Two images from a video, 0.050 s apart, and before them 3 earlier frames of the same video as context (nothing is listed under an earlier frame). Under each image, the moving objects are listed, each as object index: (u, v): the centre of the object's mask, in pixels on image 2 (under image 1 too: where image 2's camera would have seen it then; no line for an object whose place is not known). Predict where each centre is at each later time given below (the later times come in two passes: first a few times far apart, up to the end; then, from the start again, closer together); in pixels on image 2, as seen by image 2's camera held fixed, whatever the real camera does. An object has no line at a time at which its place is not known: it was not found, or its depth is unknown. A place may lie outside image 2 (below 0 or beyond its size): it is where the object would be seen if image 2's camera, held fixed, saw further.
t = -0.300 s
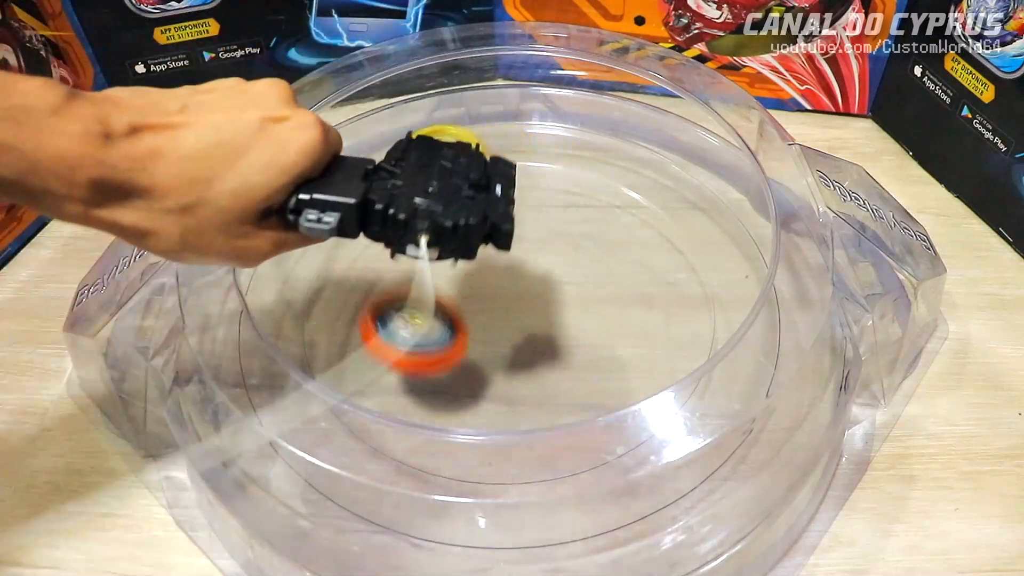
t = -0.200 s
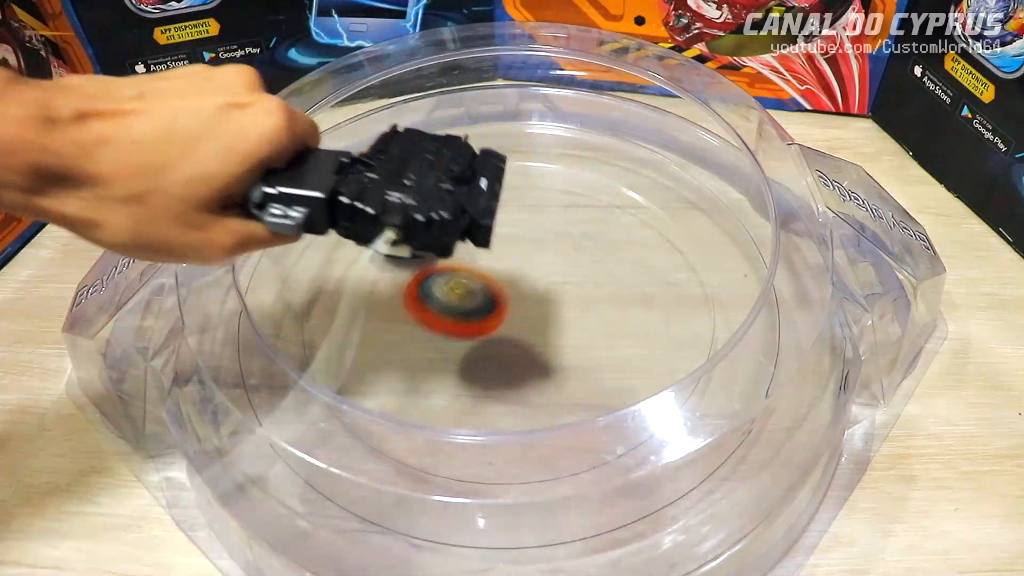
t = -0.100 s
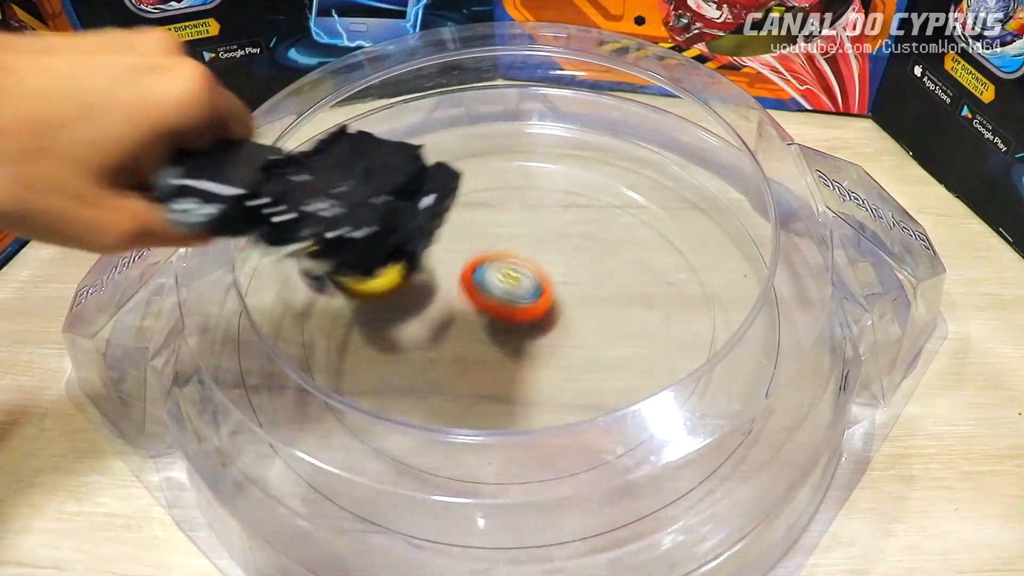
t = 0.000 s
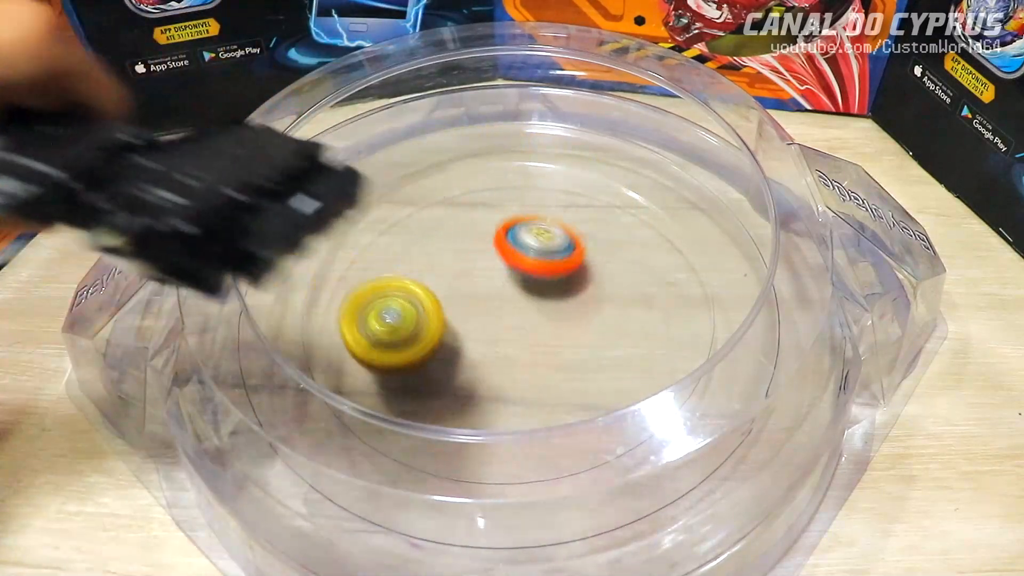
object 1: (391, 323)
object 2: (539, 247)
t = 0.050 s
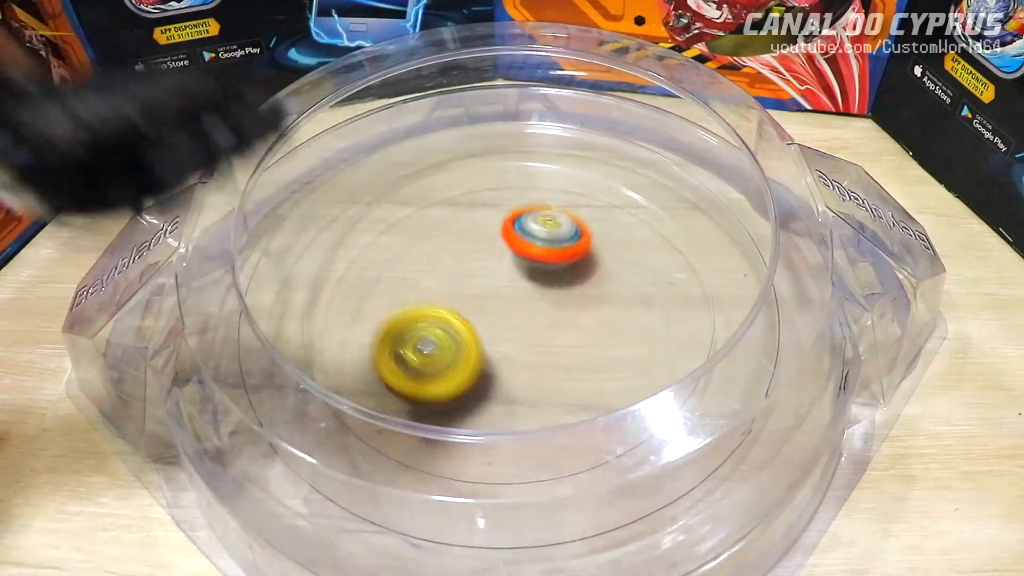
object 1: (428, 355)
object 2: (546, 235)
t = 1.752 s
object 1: (490, 224)
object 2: (249, 341)
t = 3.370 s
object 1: (532, 241)
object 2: (391, 305)
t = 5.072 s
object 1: (534, 334)
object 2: (637, 468)
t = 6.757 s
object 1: (399, 260)
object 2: (621, 316)
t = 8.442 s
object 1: (447, 348)
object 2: (487, 283)
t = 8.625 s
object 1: (445, 343)
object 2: (491, 280)
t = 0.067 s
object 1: (442, 363)
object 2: (547, 231)
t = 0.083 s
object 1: (458, 370)
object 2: (547, 230)
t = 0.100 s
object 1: (473, 375)
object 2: (546, 229)
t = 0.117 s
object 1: (490, 377)
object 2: (544, 229)
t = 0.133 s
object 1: (507, 379)
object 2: (542, 230)
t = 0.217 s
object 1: (584, 365)
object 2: (518, 245)
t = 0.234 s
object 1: (598, 359)
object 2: (511, 250)
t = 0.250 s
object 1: (610, 353)
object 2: (503, 257)
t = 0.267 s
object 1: (622, 345)
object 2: (496, 264)
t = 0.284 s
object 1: (632, 336)
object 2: (488, 272)
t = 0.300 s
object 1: (642, 327)
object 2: (479, 280)
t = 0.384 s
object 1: (672, 276)
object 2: (430, 321)
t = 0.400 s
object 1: (674, 265)
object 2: (420, 330)
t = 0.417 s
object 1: (675, 256)
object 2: (410, 338)
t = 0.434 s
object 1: (674, 246)
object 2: (400, 348)
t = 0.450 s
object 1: (671, 237)
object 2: (391, 356)
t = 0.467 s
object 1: (668, 228)
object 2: (382, 366)
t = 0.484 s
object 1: (664, 219)
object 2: (376, 371)
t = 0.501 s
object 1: (658, 211)
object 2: (368, 380)
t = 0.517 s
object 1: (652, 203)
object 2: (363, 388)
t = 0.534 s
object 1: (646, 197)
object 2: (359, 395)
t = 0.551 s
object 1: (638, 191)
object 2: (356, 400)
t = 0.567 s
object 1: (630, 186)
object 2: (355, 405)
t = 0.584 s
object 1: (620, 181)
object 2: (356, 409)
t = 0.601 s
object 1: (610, 178)
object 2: (358, 413)
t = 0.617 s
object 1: (599, 175)
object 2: (361, 416)
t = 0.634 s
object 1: (587, 174)
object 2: (365, 418)
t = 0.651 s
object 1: (575, 173)
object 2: (369, 420)
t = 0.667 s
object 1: (561, 173)
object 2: (374, 421)
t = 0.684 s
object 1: (548, 173)
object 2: (380, 422)
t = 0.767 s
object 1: (483, 193)
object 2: (416, 415)
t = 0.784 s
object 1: (471, 199)
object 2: (424, 411)
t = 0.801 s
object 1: (460, 207)
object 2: (433, 409)
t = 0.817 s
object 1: (449, 216)
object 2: (442, 398)
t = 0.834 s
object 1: (439, 225)
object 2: (447, 396)
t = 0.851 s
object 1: (431, 235)
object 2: (453, 394)
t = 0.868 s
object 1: (423, 246)
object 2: (460, 391)
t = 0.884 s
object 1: (417, 257)
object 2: (467, 386)
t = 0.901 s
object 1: (411, 268)
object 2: (473, 380)
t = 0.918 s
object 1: (408, 280)
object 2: (479, 374)
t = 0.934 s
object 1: (405, 291)
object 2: (485, 366)
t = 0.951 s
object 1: (405, 304)
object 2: (491, 360)
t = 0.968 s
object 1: (403, 312)
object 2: (499, 355)
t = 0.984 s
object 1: (398, 319)
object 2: (511, 351)
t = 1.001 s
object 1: (395, 325)
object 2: (522, 346)
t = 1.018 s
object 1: (394, 332)
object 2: (531, 340)
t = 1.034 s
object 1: (394, 339)
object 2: (540, 334)
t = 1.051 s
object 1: (396, 347)
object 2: (547, 328)
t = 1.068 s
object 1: (400, 353)
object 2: (553, 322)
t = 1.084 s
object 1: (404, 361)
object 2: (557, 315)
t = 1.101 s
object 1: (409, 368)
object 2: (559, 308)
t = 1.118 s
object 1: (416, 374)
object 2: (560, 300)
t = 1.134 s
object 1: (423, 378)
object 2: (560, 293)
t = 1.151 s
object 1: (432, 383)
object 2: (558, 285)
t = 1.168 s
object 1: (442, 387)
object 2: (555, 277)
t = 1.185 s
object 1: (453, 391)
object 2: (551, 269)
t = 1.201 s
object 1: (465, 394)
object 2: (546, 263)
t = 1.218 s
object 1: (477, 396)
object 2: (539, 256)
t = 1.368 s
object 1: (587, 380)
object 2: (449, 224)
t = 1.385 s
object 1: (598, 374)
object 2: (437, 223)
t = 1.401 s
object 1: (607, 367)
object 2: (425, 224)
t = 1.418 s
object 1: (614, 359)
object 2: (413, 225)
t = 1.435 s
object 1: (619, 350)
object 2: (401, 227)
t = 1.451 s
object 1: (623, 339)
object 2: (388, 230)
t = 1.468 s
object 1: (625, 329)
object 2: (377, 233)
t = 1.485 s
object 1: (625, 319)
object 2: (365, 237)
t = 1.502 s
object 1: (624, 308)
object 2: (353, 242)
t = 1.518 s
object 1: (621, 298)
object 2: (341, 248)
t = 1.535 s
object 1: (618, 289)
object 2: (330, 254)
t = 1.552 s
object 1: (612, 279)
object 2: (319, 261)
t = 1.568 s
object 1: (606, 270)
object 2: (309, 269)
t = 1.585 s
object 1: (599, 262)
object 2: (301, 278)
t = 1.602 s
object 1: (590, 254)
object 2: (294, 287)
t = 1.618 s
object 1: (581, 247)
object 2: (290, 295)
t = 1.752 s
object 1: (490, 224)
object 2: (249, 341)
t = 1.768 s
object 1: (478, 225)
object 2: (247, 342)
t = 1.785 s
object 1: (467, 227)
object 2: (246, 343)
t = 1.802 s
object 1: (456, 229)
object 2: (247, 345)
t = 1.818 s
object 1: (444, 232)
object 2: (250, 346)
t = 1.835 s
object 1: (433, 236)
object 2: (252, 347)
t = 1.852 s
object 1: (422, 241)
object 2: (254, 348)
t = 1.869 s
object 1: (412, 247)
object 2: (256, 348)
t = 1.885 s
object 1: (403, 254)
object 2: (257, 348)
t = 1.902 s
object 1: (394, 260)
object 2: (257, 347)
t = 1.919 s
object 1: (386, 267)
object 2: (257, 346)
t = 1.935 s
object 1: (380, 275)
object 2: (257, 345)
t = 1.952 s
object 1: (375, 283)
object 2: (255, 344)
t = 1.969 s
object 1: (371, 292)
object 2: (254, 343)
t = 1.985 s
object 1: (369, 301)
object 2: (253, 341)
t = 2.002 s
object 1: (370, 310)
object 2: (252, 340)
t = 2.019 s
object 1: (371, 319)
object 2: (250, 339)
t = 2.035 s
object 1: (375, 328)
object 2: (249, 338)
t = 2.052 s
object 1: (380, 336)
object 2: (248, 337)
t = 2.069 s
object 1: (387, 345)
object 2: (247, 336)
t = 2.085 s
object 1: (395, 353)
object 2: (246, 335)
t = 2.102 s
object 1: (406, 360)
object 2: (247, 334)
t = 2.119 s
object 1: (417, 366)
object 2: (247, 333)
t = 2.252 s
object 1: (525, 370)
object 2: (247, 325)
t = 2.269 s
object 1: (537, 365)
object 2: (247, 324)
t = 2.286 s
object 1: (547, 358)
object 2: (247, 323)
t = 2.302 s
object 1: (557, 352)
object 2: (247, 322)
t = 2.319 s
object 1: (565, 344)
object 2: (247, 321)
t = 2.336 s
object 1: (572, 335)
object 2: (247, 319)
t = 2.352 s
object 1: (578, 326)
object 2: (247, 318)
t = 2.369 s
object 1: (582, 318)
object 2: (248, 317)
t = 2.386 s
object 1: (585, 308)
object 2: (248, 316)
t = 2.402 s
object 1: (587, 299)
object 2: (248, 314)
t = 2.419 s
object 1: (587, 289)
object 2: (248, 313)
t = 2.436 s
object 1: (586, 280)
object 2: (249, 312)
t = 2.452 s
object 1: (584, 271)
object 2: (249, 310)
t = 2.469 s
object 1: (581, 262)
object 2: (250, 309)
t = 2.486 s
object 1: (576, 254)
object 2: (250, 307)
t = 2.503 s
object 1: (570, 247)
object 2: (251, 306)
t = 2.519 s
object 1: (563, 239)
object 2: (251, 305)
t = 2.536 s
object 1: (556, 233)
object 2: (252, 303)
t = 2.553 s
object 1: (547, 228)
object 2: (253, 302)
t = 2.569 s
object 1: (538, 224)
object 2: (253, 300)
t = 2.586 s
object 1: (528, 220)
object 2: (254, 299)
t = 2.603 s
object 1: (518, 217)
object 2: (255, 298)
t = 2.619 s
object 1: (507, 215)
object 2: (256, 296)
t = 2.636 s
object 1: (497, 215)
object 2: (257, 294)
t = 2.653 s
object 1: (487, 215)
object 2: (258, 293)
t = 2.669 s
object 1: (477, 217)
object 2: (259, 291)
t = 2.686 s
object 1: (469, 220)
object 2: (260, 290)
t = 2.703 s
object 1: (460, 223)
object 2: (261, 289)
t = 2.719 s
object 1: (453, 227)
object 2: (262, 287)
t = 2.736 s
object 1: (446, 234)
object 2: (263, 286)
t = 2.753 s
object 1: (440, 241)
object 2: (264, 284)
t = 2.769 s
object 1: (435, 249)
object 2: (265, 283)
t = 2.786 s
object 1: (430, 256)
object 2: (267, 282)
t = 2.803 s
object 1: (427, 266)
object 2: (268, 281)
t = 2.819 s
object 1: (425, 275)
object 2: (269, 280)
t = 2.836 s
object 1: (425, 285)
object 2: (271, 279)
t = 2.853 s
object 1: (427, 294)
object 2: (272, 277)
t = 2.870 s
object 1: (431, 303)
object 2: (274, 276)
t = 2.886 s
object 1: (435, 311)
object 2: (275, 275)
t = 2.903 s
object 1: (442, 319)
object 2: (277, 274)
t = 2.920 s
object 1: (449, 326)
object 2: (280, 272)
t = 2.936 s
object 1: (459, 333)
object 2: (282, 271)
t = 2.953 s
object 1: (470, 337)
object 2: (283, 271)
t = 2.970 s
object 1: (480, 341)
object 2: (284, 270)
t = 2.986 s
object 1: (491, 343)
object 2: (285, 269)
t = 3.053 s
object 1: (539, 341)
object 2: (292, 266)
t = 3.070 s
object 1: (550, 337)
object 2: (294, 265)
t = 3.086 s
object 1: (559, 332)
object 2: (296, 265)
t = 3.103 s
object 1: (568, 326)
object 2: (298, 264)
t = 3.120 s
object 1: (576, 319)
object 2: (300, 263)
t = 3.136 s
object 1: (581, 312)
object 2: (302, 263)
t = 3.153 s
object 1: (586, 305)
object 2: (304, 262)
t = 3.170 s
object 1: (590, 297)
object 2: (306, 262)
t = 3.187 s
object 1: (591, 289)
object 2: (309, 264)
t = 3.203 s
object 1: (591, 281)
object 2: (314, 265)
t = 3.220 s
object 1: (590, 274)
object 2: (320, 269)
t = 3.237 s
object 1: (587, 266)
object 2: (326, 272)
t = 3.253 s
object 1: (583, 259)
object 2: (333, 276)
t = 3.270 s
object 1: (578, 254)
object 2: (340, 279)
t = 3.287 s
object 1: (571, 250)
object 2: (348, 283)
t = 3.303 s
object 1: (565, 246)
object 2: (356, 287)
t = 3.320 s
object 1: (557, 243)
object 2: (364, 292)
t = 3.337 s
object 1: (549, 241)
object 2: (373, 296)
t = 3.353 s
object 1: (541, 241)
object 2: (382, 300)
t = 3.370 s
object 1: (532, 241)
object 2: (391, 305)
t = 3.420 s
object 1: (509, 245)
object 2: (421, 316)
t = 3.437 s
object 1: (502, 248)
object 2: (431, 320)
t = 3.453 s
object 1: (496, 251)
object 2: (440, 323)
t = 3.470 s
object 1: (503, 244)
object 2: (435, 334)
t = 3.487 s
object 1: (515, 231)
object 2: (427, 349)
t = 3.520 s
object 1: (535, 209)
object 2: (413, 380)
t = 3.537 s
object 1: (544, 200)
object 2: (411, 387)
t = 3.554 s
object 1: (552, 191)
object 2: (404, 412)
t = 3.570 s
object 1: (558, 184)
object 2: (403, 427)
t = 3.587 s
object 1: (564, 177)
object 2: (405, 441)
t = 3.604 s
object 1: (568, 173)
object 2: (409, 451)
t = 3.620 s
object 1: (571, 168)
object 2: (414, 465)
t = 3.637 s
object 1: (573, 165)
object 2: (419, 479)
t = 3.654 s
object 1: (575, 162)
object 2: (424, 489)
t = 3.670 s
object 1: (575, 160)
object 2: (429, 496)
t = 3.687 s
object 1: (574, 158)
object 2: (434, 503)
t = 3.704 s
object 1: (574, 156)
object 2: (439, 509)
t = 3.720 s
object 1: (572, 154)
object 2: (444, 513)
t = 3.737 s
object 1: (571, 152)
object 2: (451, 512)
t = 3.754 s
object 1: (568, 151)
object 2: (457, 510)
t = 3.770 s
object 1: (566, 151)
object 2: (463, 509)
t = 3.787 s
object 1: (563, 150)
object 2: (467, 508)
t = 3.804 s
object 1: (559, 150)
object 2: (470, 508)
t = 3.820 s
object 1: (556, 150)
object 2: (474, 507)
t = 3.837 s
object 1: (552, 150)
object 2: (477, 506)
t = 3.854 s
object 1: (549, 151)
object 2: (480, 506)
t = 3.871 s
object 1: (544, 152)
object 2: (483, 505)
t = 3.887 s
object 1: (541, 154)
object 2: (486, 505)
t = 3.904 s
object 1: (537, 156)
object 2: (488, 504)
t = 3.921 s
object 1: (534, 158)
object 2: (491, 504)
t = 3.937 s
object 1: (531, 162)
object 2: (494, 503)
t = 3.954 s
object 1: (528, 167)
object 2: (497, 503)
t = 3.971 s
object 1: (524, 172)
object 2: (499, 502)
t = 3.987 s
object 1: (521, 178)
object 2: (502, 502)
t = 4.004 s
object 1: (518, 184)
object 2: (505, 501)
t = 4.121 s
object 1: (505, 241)
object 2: (523, 498)
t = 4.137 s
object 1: (504, 251)
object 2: (526, 497)
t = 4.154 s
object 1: (503, 259)
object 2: (528, 497)
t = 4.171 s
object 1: (504, 268)
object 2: (531, 497)
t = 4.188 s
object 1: (504, 277)
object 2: (534, 496)
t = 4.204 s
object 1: (505, 284)
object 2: (536, 496)
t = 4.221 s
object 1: (507, 292)
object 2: (539, 495)
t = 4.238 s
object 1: (508, 299)
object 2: (541, 494)
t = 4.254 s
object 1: (511, 305)
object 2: (544, 494)
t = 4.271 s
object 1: (513, 311)
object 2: (546, 493)
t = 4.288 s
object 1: (516, 316)
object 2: (548, 493)
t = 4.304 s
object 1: (520, 321)
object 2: (551, 493)
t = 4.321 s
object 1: (523, 325)
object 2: (553, 492)
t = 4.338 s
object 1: (527, 329)
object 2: (555, 492)
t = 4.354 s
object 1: (530, 332)
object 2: (557, 491)
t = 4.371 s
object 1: (534, 335)
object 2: (560, 491)
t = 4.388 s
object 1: (538, 337)
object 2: (562, 491)
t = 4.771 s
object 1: (596, 362)
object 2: (609, 476)
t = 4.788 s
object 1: (597, 362)
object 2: (611, 476)
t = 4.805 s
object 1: (598, 362)
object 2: (613, 475)
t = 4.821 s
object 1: (597, 362)
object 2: (615, 475)
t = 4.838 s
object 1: (596, 361)
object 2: (616, 474)
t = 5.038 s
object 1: (548, 340)
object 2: (635, 469)
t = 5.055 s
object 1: (541, 337)
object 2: (636, 468)
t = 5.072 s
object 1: (534, 334)
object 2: (637, 468)
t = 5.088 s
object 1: (527, 333)
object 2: (639, 467)
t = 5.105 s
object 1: (520, 331)
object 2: (640, 467)
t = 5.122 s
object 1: (512, 329)
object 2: (641, 467)
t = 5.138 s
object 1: (505, 328)
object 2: (647, 461)
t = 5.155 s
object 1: (498, 327)
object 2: (649, 460)
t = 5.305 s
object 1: (448, 325)
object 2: (659, 446)
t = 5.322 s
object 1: (443, 325)
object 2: (660, 446)
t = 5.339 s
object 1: (439, 326)
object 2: (662, 444)
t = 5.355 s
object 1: (436, 327)
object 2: (662, 443)
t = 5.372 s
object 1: (431, 327)
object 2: (663, 442)
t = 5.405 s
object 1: (424, 329)
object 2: (664, 439)
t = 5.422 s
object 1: (421, 330)
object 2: (664, 438)
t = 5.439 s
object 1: (417, 331)
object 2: (664, 437)
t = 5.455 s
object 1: (414, 332)
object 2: (665, 436)
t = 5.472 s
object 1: (411, 332)
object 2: (665, 434)
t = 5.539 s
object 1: (400, 335)
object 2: (667, 429)
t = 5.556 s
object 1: (400, 335)
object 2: (667, 428)
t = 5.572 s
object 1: (399, 336)
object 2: (668, 426)
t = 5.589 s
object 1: (400, 336)
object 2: (668, 425)
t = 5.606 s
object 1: (401, 336)
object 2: (668, 424)
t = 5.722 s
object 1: (421, 330)
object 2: (670, 414)
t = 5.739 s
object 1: (426, 328)
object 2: (670, 411)
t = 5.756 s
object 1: (431, 326)
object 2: (671, 410)
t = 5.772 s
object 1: (436, 324)
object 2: (671, 409)
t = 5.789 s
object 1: (442, 321)
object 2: (671, 408)
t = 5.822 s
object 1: (453, 315)
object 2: (671, 404)
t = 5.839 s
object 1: (458, 311)
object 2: (671, 402)
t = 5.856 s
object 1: (462, 308)
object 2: (670, 399)
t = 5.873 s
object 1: (467, 303)
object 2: (668, 396)
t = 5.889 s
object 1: (470, 299)
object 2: (665, 391)
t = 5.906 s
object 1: (473, 295)
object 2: (661, 374)
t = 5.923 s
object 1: (476, 290)
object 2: (657, 363)
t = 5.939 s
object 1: (479, 285)
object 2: (650, 352)
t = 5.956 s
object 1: (480, 281)
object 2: (648, 345)
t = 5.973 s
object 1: (482, 277)
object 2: (643, 337)
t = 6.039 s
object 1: (484, 260)
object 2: (617, 302)
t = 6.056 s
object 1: (484, 256)
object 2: (609, 294)
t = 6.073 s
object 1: (484, 252)
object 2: (601, 287)
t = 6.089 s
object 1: (483, 248)
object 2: (592, 281)
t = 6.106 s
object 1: (483, 245)
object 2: (584, 274)
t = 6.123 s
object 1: (481, 242)
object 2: (575, 269)
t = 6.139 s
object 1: (475, 235)
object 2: (574, 268)
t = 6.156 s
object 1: (461, 224)
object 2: (580, 269)
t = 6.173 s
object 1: (447, 214)
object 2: (584, 271)
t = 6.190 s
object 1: (435, 204)
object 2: (587, 274)
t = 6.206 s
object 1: (425, 197)
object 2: (589, 276)
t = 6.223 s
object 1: (417, 191)
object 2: (590, 279)
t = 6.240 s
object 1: (409, 187)
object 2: (590, 281)
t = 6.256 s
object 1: (403, 183)
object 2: (588, 283)
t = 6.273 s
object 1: (397, 180)
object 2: (586, 285)
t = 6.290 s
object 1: (392, 179)
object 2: (584, 286)
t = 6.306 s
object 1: (388, 177)
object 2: (581, 287)
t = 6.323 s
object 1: (384, 177)
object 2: (577, 288)
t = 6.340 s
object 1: (382, 178)
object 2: (574, 288)
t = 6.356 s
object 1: (379, 181)
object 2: (570, 288)
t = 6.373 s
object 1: (377, 184)
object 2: (567, 289)
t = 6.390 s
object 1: (376, 189)
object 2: (563, 289)
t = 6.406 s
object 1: (375, 193)
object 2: (560, 289)
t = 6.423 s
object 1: (376, 198)
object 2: (557, 289)
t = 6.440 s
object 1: (375, 201)
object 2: (554, 289)
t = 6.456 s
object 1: (376, 205)
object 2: (552, 289)
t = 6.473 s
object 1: (378, 208)
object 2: (550, 289)
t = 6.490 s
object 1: (381, 212)
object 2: (548, 289)
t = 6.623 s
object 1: (426, 255)
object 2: (537, 290)
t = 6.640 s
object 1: (434, 261)
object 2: (536, 290)
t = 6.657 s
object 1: (441, 267)
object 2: (535, 291)
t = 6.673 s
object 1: (439, 269)
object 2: (545, 295)
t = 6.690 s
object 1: (428, 265)
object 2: (564, 300)
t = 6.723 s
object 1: (410, 261)
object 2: (596, 308)
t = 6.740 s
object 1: (404, 261)
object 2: (609, 312)
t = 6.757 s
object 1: (399, 260)
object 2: (621, 316)
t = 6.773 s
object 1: (396, 261)
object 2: (632, 318)
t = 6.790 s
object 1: (395, 262)
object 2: (641, 321)
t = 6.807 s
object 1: (395, 264)
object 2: (647, 323)
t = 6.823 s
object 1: (398, 266)
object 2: (652, 324)
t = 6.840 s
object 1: (401, 270)
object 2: (657, 325)
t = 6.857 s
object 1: (407, 274)
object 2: (660, 326)
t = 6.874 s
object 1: (412, 279)
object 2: (661, 325)
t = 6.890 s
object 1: (420, 284)
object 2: (661, 325)
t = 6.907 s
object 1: (426, 289)
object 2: (661, 324)
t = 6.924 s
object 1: (434, 294)
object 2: (661, 323)
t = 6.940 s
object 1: (442, 299)
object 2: (660, 321)
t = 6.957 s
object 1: (450, 303)
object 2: (659, 320)
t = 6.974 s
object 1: (458, 307)
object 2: (656, 318)
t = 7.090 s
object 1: (510, 323)
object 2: (631, 308)
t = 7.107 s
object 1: (516, 323)
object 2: (626, 306)
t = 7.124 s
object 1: (521, 323)
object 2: (621, 305)
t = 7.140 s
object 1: (516, 324)
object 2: (625, 302)
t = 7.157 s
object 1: (507, 325)
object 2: (631, 298)
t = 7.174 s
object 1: (498, 325)
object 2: (636, 294)
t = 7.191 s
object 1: (491, 324)
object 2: (638, 292)
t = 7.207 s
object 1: (484, 324)
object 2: (639, 290)
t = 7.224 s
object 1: (478, 323)
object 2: (639, 288)
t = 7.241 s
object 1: (474, 322)
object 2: (638, 287)
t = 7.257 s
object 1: (470, 322)
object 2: (636, 286)
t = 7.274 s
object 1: (468, 321)
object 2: (634, 286)
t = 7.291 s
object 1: (466, 321)
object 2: (632, 286)
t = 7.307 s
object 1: (466, 320)
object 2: (629, 286)
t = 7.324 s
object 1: (466, 321)
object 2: (625, 285)
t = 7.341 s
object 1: (467, 321)
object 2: (621, 286)
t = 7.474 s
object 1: (487, 335)
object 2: (581, 290)
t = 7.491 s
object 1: (490, 337)
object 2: (576, 291)
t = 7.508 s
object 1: (494, 339)
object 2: (572, 291)
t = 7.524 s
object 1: (493, 342)
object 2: (570, 290)
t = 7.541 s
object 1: (493, 345)
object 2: (568, 289)
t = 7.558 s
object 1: (493, 346)
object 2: (566, 288)
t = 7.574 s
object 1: (495, 348)
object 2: (565, 288)
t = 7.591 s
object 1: (498, 349)
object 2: (563, 288)
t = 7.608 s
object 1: (501, 350)
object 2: (561, 287)
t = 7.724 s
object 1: (516, 354)
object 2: (548, 285)
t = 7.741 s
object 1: (516, 354)
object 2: (546, 284)
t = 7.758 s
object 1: (516, 355)
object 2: (545, 284)
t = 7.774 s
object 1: (516, 354)
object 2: (543, 283)
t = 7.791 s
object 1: (517, 354)
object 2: (541, 283)
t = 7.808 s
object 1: (516, 354)
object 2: (539, 283)
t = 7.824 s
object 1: (516, 354)
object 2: (538, 283)
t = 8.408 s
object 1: (448, 349)
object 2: (488, 283)
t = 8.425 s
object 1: (447, 349)
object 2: (488, 283)
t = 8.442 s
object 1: (447, 348)
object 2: (487, 283)
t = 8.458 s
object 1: (446, 348)
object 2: (487, 283)
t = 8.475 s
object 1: (445, 348)
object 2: (487, 282)
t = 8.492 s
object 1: (444, 348)
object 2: (487, 282)
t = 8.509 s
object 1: (444, 347)
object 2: (488, 282)
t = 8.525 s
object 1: (445, 346)
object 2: (488, 282)
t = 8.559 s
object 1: (445, 345)
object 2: (489, 282)
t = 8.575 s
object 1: (444, 345)
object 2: (490, 281)
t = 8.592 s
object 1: (444, 344)
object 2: (490, 281)
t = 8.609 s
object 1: (444, 344)
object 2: (490, 280)
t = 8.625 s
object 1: (445, 343)
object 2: (491, 280)
